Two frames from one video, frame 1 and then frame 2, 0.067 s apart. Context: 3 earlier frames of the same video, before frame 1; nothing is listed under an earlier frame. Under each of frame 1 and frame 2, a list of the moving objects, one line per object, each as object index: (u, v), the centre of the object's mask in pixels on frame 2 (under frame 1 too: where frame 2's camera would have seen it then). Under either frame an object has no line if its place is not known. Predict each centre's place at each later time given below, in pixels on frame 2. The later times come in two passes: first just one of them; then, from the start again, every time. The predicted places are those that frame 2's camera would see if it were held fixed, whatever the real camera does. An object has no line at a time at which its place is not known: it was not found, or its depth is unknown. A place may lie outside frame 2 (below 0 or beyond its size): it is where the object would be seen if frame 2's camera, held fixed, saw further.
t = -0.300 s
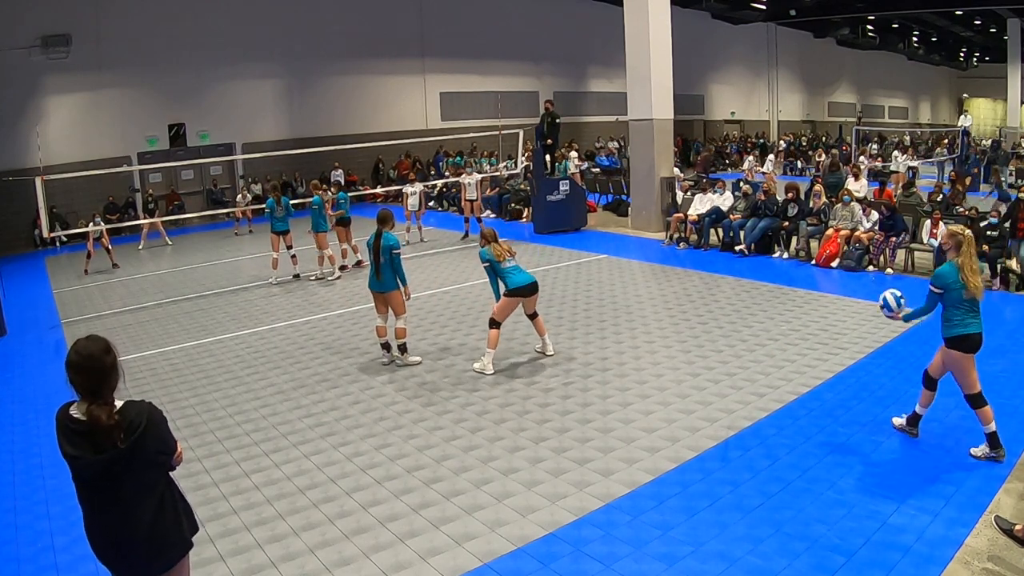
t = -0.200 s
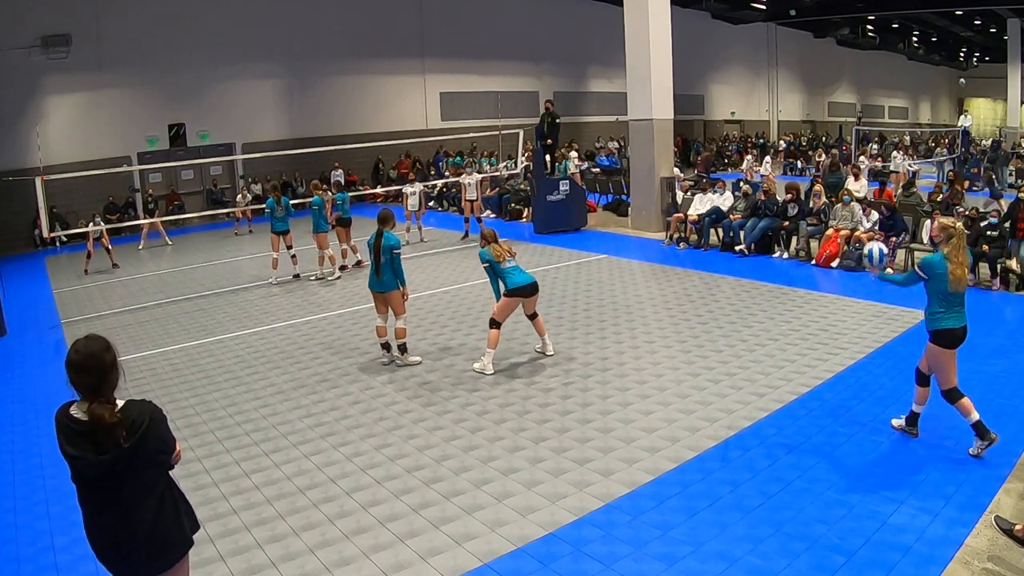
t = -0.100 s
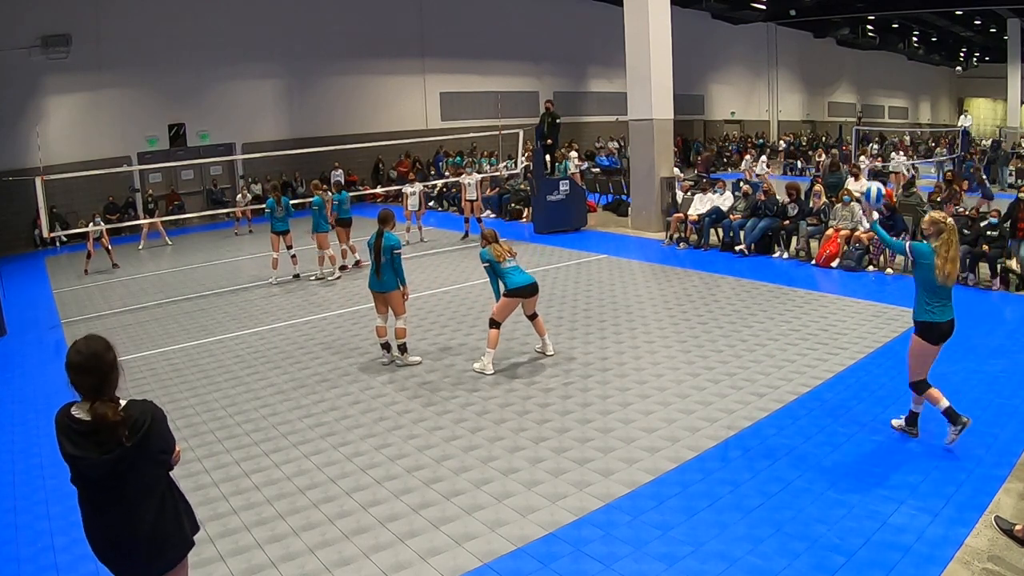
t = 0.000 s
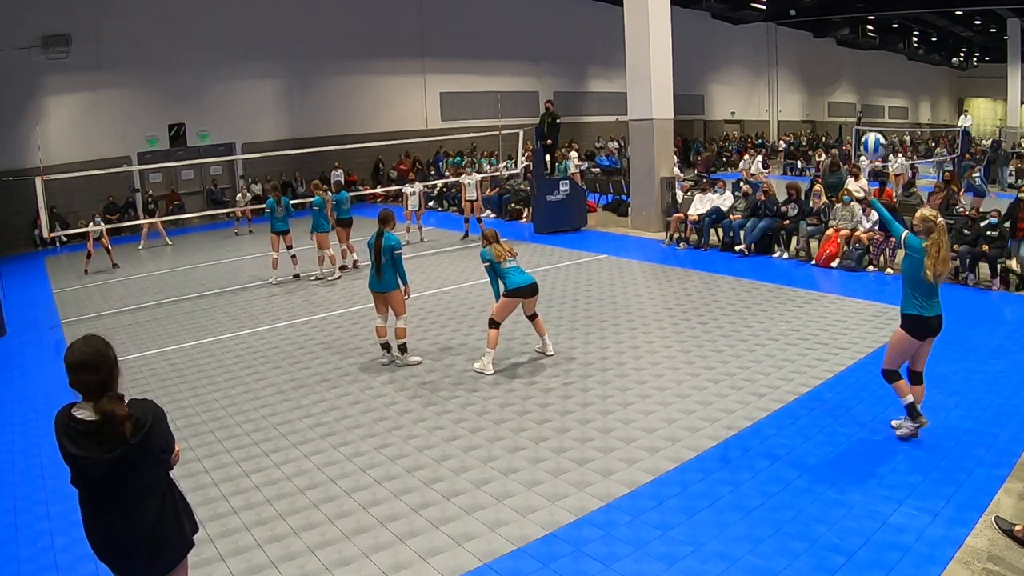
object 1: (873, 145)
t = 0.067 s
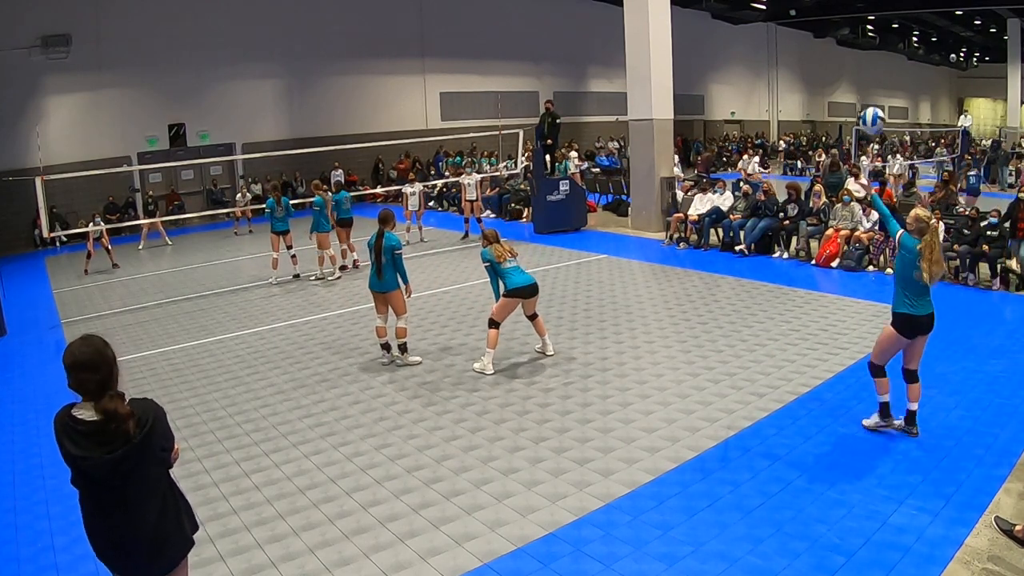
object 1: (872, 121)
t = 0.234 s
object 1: (870, 82)
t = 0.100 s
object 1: (872, 110)
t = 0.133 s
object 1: (872, 101)
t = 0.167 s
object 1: (871, 93)
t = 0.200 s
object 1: (870, 86)
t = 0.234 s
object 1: (870, 82)
